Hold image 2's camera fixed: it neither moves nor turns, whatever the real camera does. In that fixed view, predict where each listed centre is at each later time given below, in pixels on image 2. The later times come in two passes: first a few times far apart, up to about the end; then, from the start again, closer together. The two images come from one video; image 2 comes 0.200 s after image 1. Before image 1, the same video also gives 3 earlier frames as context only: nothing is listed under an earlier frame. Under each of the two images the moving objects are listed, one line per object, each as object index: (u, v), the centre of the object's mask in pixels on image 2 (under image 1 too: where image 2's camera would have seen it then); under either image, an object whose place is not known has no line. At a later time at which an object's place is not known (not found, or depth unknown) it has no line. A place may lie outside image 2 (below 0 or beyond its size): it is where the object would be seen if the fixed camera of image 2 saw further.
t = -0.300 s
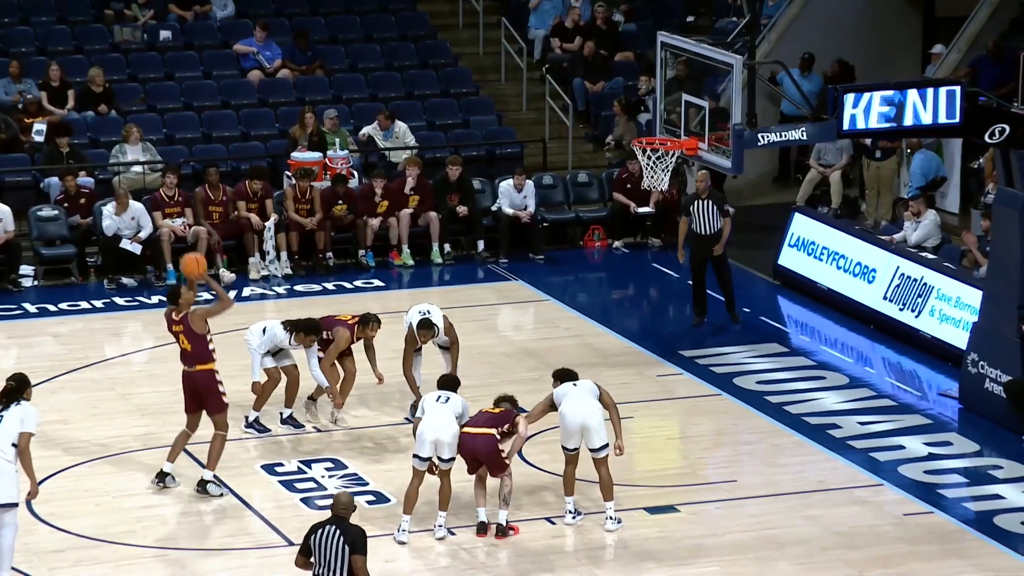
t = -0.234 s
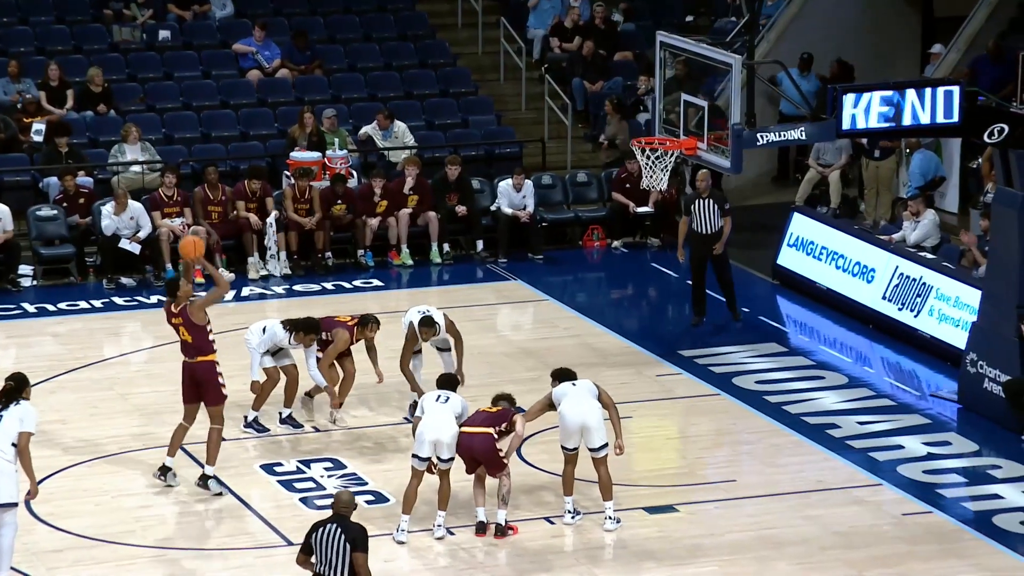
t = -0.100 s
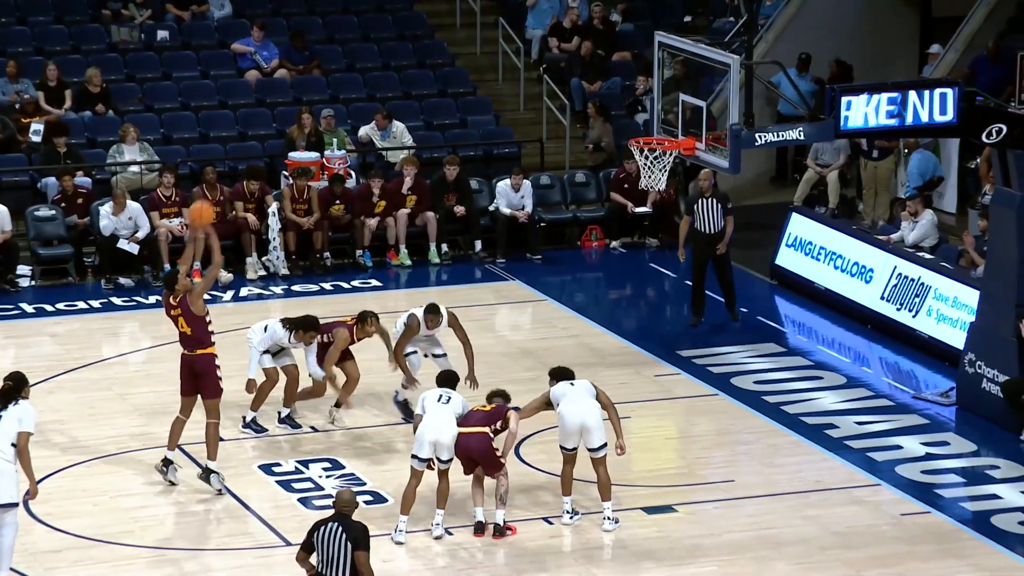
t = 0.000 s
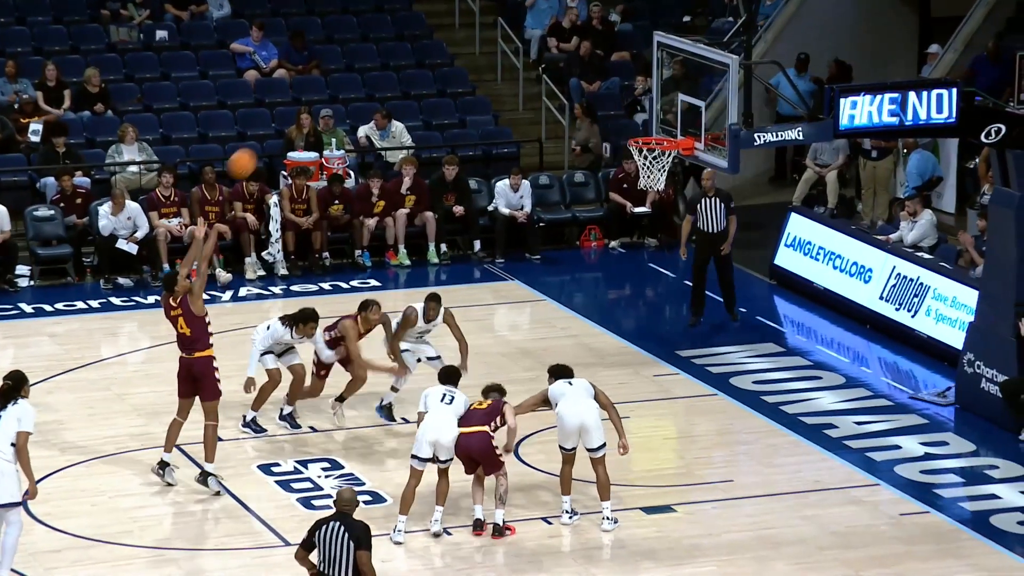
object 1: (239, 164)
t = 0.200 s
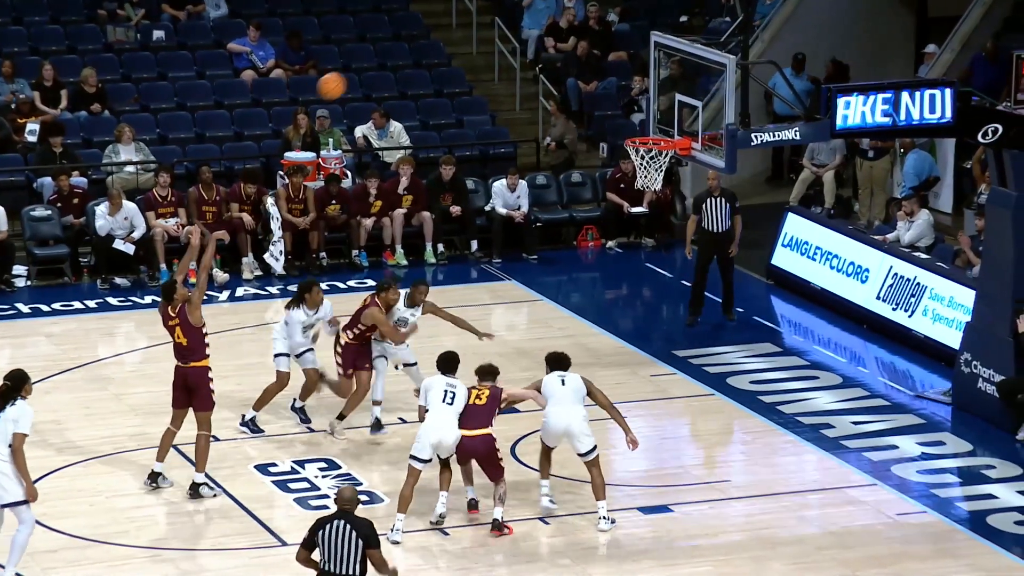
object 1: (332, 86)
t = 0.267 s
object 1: (362, 69)
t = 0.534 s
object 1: (480, 48)
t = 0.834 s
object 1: (609, 110)
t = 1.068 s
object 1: (673, 111)
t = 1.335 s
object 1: (630, 124)
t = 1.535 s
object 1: (608, 142)
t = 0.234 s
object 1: (347, 77)
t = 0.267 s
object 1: (362, 69)
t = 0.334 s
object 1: (392, 57)
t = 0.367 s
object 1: (407, 53)
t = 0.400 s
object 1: (422, 50)
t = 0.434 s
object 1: (437, 48)
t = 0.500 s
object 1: (465, 47)
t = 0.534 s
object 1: (480, 48)
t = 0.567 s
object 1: (495, 51)
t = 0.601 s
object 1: (509, 54)
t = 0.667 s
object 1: (539, 65)
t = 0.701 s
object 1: (554, 71)
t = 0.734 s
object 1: (567, 80)
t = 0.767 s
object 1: (581, 89)
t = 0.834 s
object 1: (609, 110)
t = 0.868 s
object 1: (623, 122)
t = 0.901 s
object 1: (634, 127)
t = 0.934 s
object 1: (641, 122)
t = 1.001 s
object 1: (658, 114)
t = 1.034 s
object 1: (666, 112)
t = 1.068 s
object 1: (673, 111)
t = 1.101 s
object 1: (669, 108)
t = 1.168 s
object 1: (659, 107)
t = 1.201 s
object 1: (653, 108)
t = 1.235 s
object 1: (647, 111)
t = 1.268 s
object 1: (642, 114)
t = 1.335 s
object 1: (630, 124)
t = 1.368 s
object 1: (625, 131)
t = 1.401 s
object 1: (622, 133)
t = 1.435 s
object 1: (619, 133)
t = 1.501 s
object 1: (612, 137)
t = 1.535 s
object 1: (608, 142)
